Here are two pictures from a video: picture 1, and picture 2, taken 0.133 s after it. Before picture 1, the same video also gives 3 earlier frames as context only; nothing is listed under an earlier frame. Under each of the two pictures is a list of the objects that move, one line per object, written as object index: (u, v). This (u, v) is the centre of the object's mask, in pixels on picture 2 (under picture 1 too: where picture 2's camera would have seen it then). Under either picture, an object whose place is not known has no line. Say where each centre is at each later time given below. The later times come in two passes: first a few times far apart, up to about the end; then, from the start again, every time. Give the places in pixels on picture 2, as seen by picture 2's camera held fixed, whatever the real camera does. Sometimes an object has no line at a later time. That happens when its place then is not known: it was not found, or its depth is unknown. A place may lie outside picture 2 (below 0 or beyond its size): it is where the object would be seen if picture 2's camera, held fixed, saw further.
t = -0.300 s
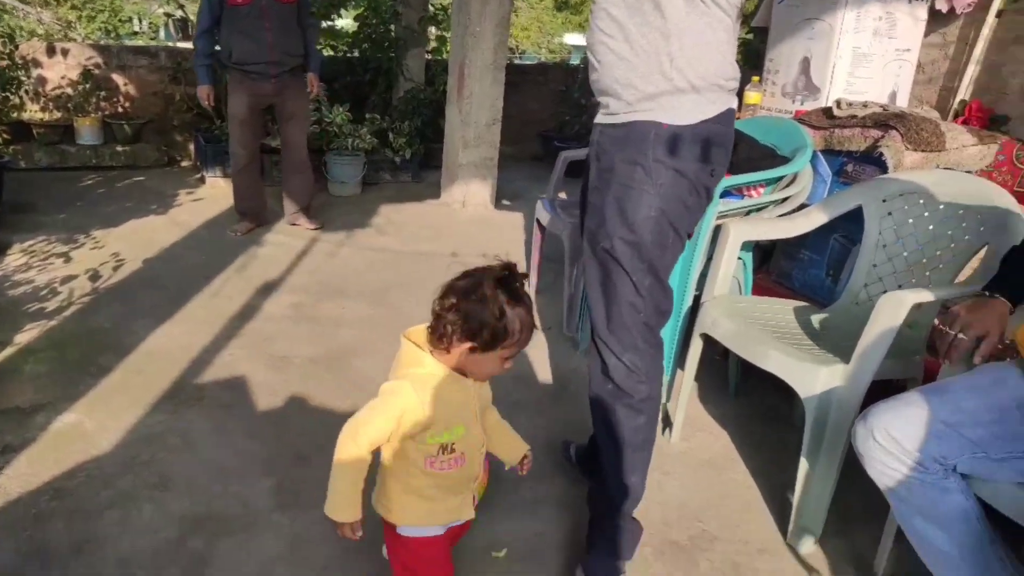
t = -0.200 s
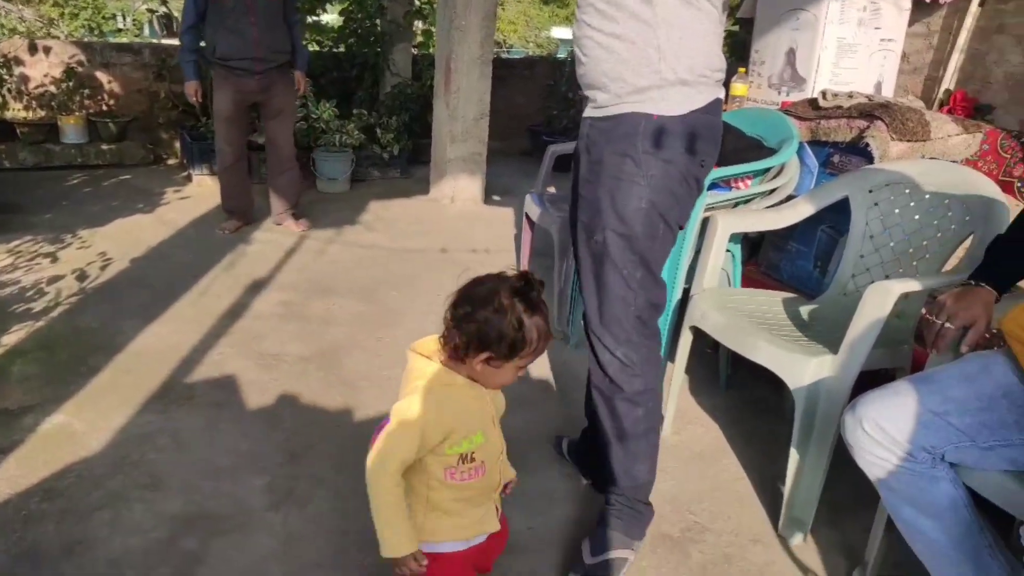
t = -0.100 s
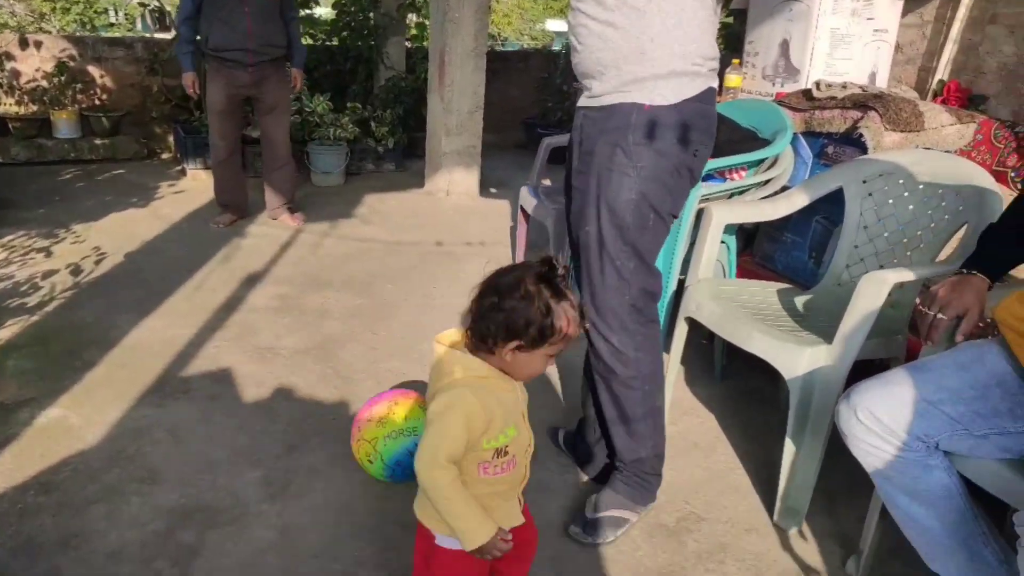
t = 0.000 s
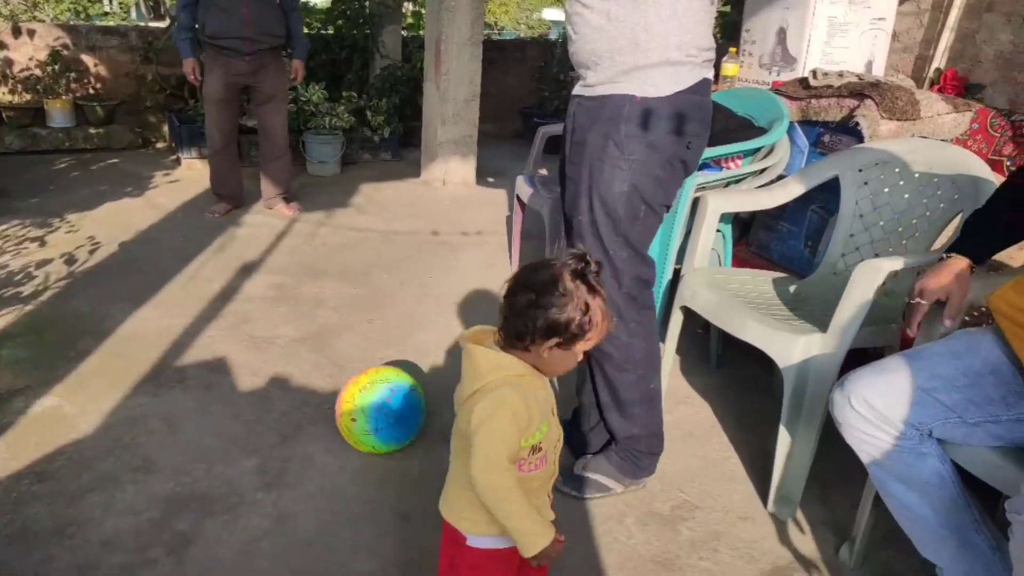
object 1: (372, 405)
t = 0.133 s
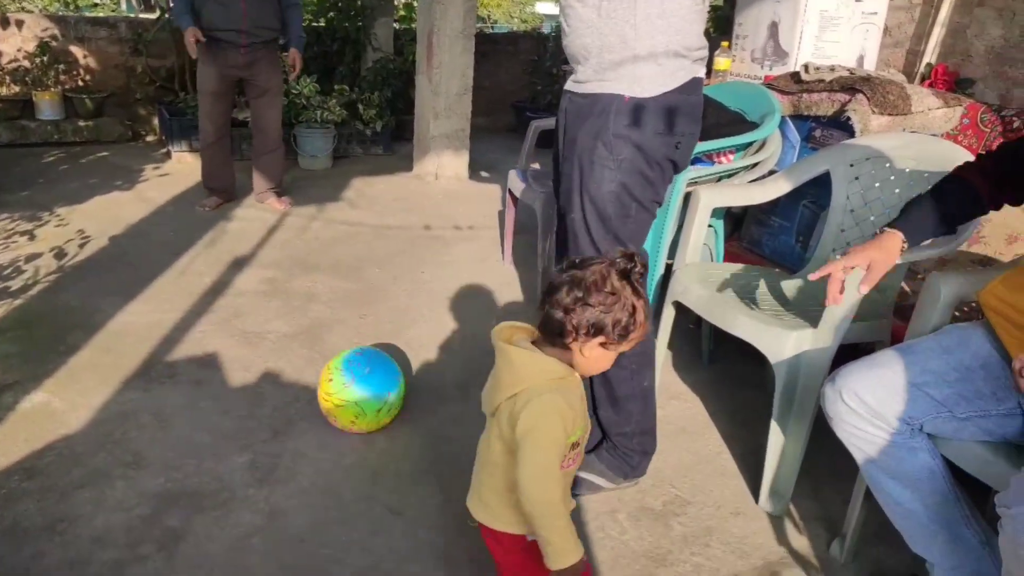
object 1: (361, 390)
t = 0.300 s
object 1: (351, 378)
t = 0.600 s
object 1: (342, 365)
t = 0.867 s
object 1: (344, 358)
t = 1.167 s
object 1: (358, 352)
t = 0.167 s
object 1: (359, 389)
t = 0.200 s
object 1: (357, 385)
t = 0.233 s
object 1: (354, 383)
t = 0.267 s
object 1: (353, 380)
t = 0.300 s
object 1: (351, 378)
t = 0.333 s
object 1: (349, 376)
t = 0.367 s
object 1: (347, 374)
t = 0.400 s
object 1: (346, 373)
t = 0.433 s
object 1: (345, 371)
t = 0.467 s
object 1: (344, 370)
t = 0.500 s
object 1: (343, 368)
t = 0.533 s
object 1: (342, 367)
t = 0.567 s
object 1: (342, 366)
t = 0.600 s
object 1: (342, 365)
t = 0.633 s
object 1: (342, 364)
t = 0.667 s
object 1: (342, 362)
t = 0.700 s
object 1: (342, 362)
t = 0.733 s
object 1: (342, 361)
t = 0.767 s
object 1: (342, 361)
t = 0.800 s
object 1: (343, 360)
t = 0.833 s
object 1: (344, 359)
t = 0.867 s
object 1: (344, 358)
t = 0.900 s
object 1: (345, 357)
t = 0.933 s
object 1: (346, 356)
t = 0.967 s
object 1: (348, 356)
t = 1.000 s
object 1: (349, 355)
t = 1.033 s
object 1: (351, 354)
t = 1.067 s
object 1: (352, 354)
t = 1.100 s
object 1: (354, 353)
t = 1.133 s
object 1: (356, 352)
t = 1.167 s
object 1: (358, 352)
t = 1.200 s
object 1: (360, 351)
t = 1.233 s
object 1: (363, 350)
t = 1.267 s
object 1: (366, 350)
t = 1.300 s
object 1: (369, 349)
